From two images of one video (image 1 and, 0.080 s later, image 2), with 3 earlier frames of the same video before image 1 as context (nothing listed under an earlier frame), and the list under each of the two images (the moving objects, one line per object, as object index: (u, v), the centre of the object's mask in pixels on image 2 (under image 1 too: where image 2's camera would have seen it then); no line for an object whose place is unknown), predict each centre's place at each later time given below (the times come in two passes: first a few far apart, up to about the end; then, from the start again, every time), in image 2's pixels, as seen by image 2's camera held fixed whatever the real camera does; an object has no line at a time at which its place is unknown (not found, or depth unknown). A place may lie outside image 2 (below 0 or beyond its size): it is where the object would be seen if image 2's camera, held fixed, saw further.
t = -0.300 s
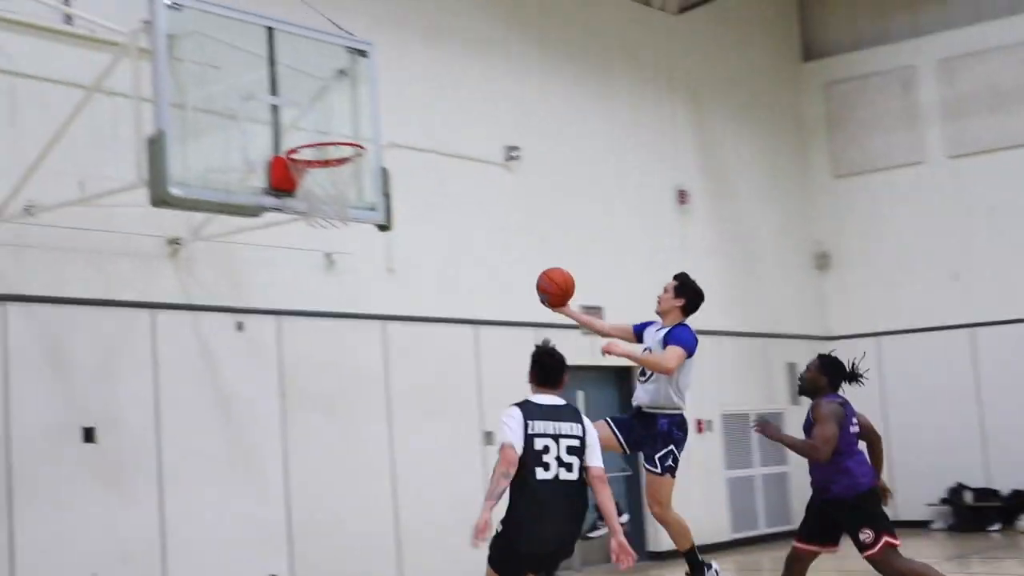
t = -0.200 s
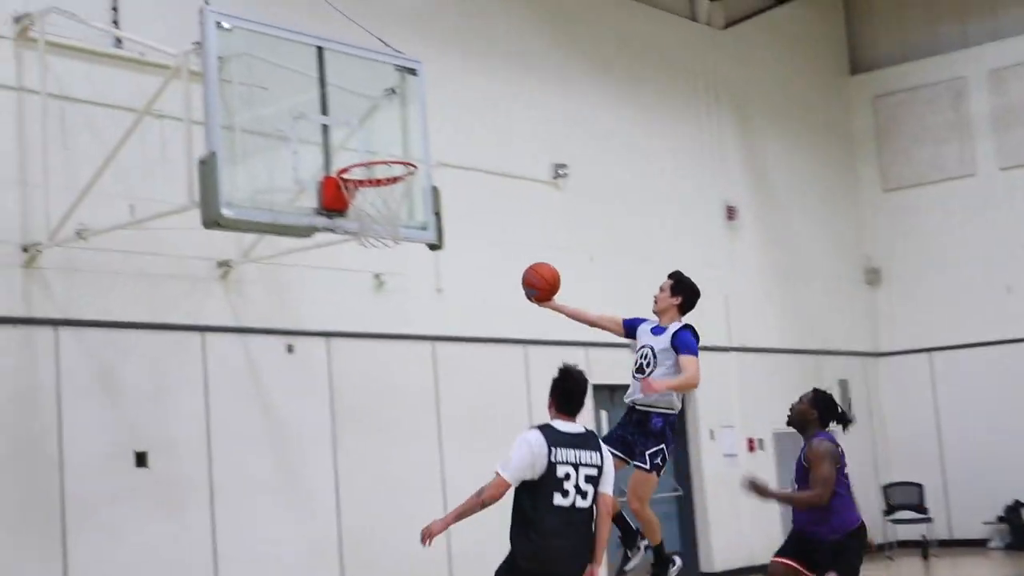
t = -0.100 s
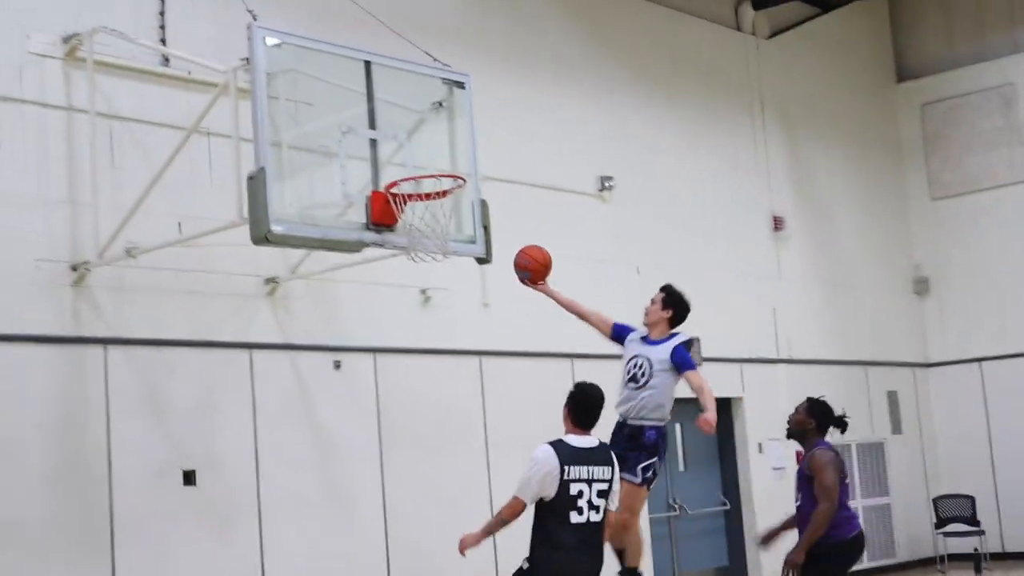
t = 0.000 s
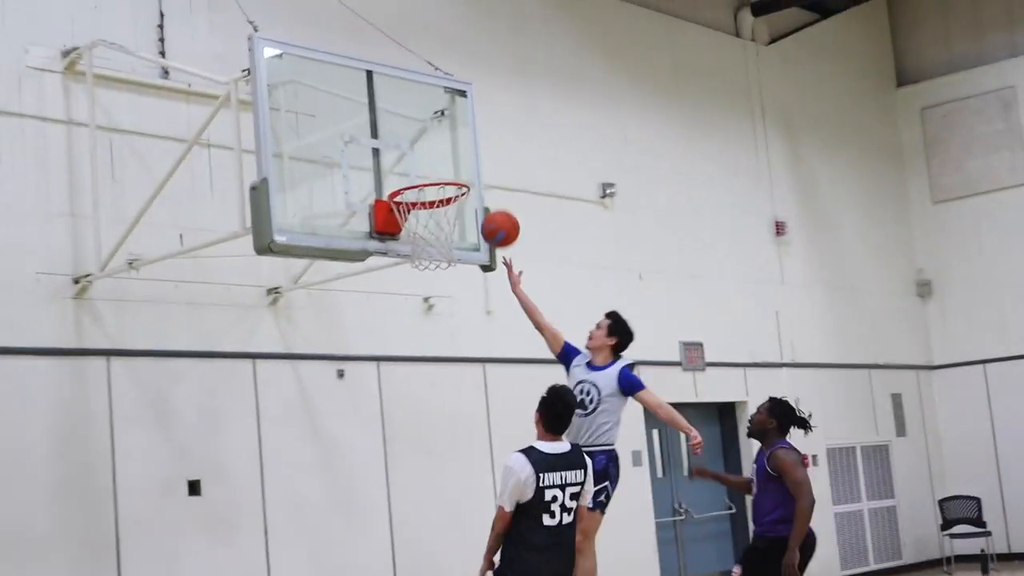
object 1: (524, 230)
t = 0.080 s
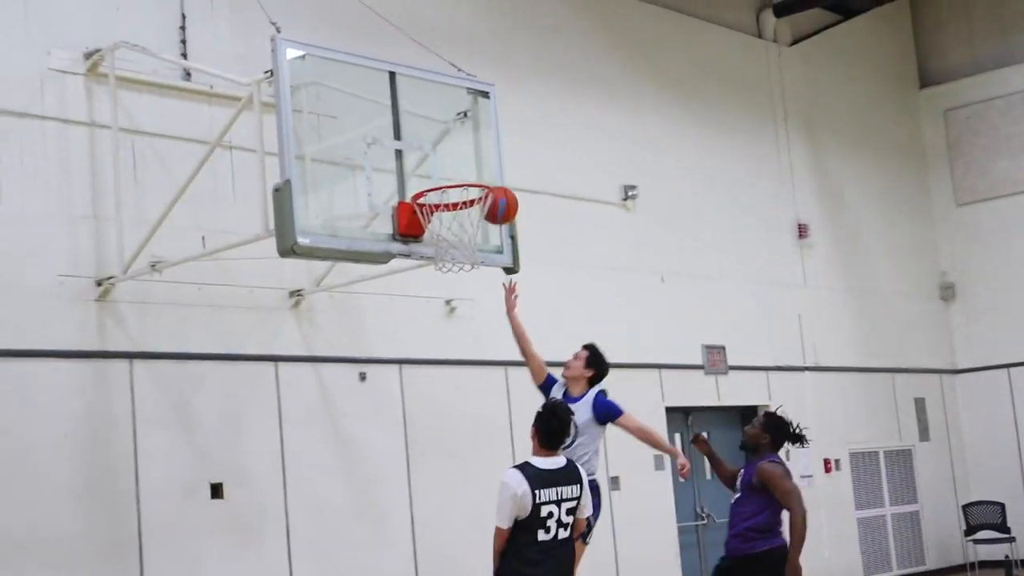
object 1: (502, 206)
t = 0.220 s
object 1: (457, 183)
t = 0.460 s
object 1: (450, 186)
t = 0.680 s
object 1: (451, 239)
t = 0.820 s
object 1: (460, 261)
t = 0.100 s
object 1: (499, 201)
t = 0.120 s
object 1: (494, 193)
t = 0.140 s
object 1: (483, 185)
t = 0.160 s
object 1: (475, 188)
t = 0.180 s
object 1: (468, 182)
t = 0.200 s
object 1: (463, 185)
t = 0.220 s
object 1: (457, 183)
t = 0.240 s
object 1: (451, 183)
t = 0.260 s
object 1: (447, 182)
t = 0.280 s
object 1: (447, 180)
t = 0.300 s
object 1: (448, 179)
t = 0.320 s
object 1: (448, 177)
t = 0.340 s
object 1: (448, 178)
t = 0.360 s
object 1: (449, 178)
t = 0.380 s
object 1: (449, 180)
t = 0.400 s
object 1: (450, 181)
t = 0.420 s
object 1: (451, 185)
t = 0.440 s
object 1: (450, 184)
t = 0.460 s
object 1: (450, 186)
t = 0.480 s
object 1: (449, 189)
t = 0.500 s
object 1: (450, 191)
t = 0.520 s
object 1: (450, 195)
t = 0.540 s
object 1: (450, 199)
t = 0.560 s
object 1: (449, 205)
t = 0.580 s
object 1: (449, 209)
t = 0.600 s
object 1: (449, 216)
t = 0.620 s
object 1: (449, 222)
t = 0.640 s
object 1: (450, 229)
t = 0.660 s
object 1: (450, 235)
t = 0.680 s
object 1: (451, 239)
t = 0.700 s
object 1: (452, 242)
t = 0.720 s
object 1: (453, 245)
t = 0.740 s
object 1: (455, 247)
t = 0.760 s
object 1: (456, 250)
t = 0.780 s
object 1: (457, 253)
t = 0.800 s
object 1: (459, 256)
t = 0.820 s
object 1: (460, 261)
